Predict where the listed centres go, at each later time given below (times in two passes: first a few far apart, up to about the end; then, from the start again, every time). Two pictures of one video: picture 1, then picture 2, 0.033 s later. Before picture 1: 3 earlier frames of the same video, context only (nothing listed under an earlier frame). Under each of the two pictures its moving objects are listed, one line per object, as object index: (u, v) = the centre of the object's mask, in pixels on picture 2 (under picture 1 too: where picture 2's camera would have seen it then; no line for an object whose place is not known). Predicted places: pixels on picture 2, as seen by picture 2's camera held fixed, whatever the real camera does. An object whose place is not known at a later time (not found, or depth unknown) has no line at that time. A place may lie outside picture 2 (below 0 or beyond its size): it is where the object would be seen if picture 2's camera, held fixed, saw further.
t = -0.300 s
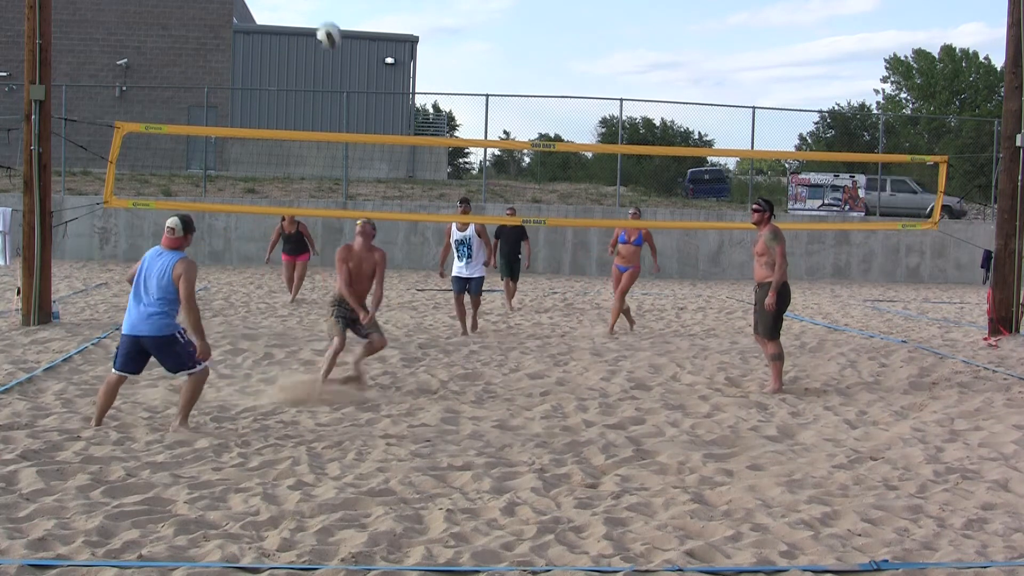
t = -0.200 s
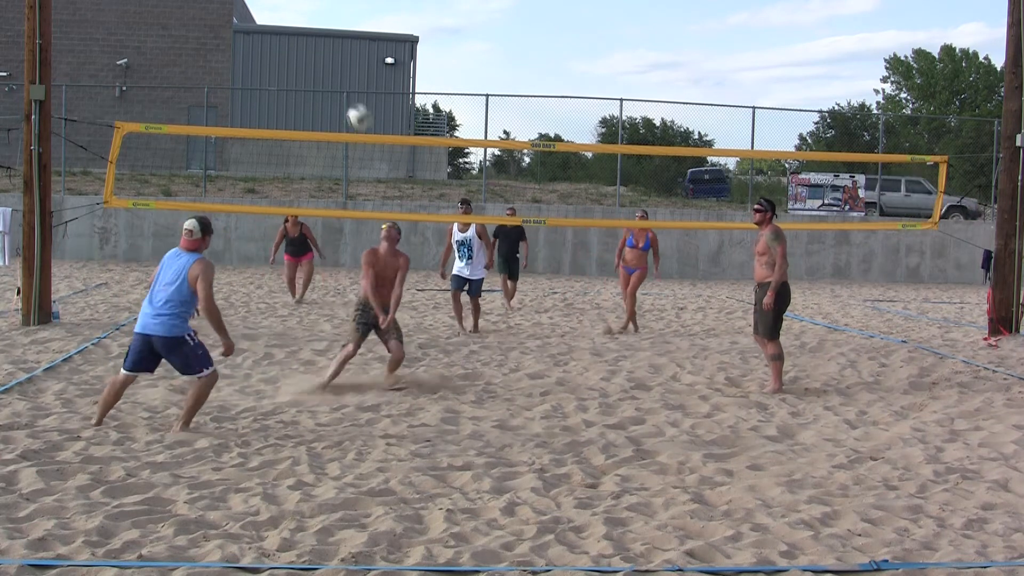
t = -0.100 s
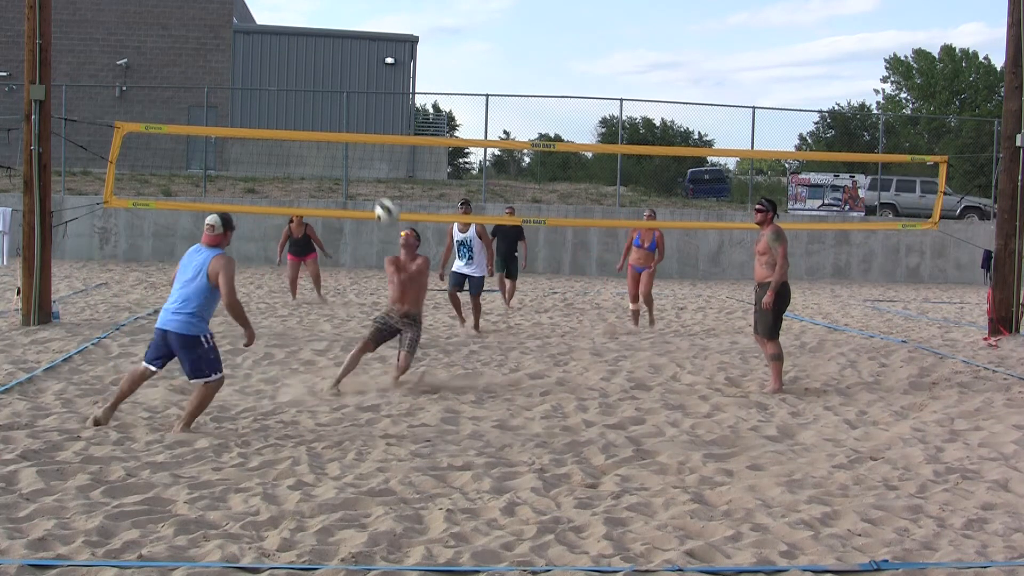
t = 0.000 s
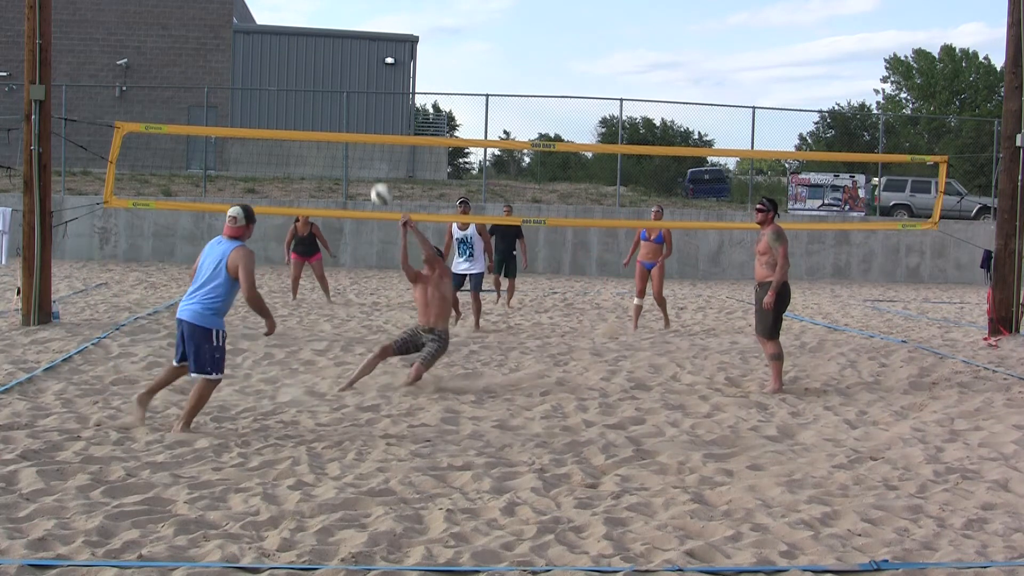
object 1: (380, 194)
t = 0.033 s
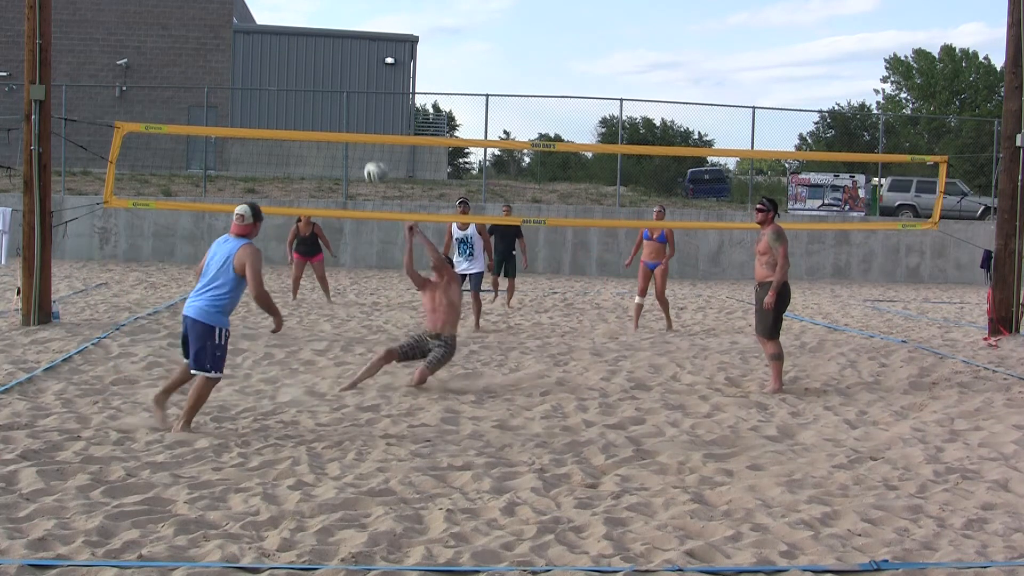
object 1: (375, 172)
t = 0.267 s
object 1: (335, 79)
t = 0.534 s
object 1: (301, 65)
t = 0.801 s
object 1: (274, 107)
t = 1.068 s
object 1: (250, 184)
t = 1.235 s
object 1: (237, 245)
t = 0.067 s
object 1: (367, 152)
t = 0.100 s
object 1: (363, 134)
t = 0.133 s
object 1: (356, 120)
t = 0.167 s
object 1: (350, 106)
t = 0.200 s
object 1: (344, 95)
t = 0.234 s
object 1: (341, 87)
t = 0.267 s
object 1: (335, 79)
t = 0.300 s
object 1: (331, 73)
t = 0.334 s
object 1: (326, 68)
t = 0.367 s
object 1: (321, 66)
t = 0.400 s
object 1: (318, 63)
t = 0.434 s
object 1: (313, 62)
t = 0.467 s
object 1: (309, 61)
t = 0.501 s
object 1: (305, 63)
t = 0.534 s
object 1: (301, 65)
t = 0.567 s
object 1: (297, 68)
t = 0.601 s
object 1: (294, 71)
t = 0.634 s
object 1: (290, 75)
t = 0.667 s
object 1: (286, 81)
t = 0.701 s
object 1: (283, 86)
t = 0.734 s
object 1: (280, 93)
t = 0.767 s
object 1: (277, 99)
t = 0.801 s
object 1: (274, 107)
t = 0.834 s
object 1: (270, 115)
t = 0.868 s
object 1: (267, 123)
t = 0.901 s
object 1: (264, 128)
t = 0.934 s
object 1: (260, 143)
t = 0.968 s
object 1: (257, 153)
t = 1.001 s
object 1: (256, 162)
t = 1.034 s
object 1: (252, 174)
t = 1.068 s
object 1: (250, 184)
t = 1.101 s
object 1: (247, 196)
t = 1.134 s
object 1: (244, 204)
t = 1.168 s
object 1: (242, 220)
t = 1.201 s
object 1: (240, 233)
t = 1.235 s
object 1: (237, 245)
